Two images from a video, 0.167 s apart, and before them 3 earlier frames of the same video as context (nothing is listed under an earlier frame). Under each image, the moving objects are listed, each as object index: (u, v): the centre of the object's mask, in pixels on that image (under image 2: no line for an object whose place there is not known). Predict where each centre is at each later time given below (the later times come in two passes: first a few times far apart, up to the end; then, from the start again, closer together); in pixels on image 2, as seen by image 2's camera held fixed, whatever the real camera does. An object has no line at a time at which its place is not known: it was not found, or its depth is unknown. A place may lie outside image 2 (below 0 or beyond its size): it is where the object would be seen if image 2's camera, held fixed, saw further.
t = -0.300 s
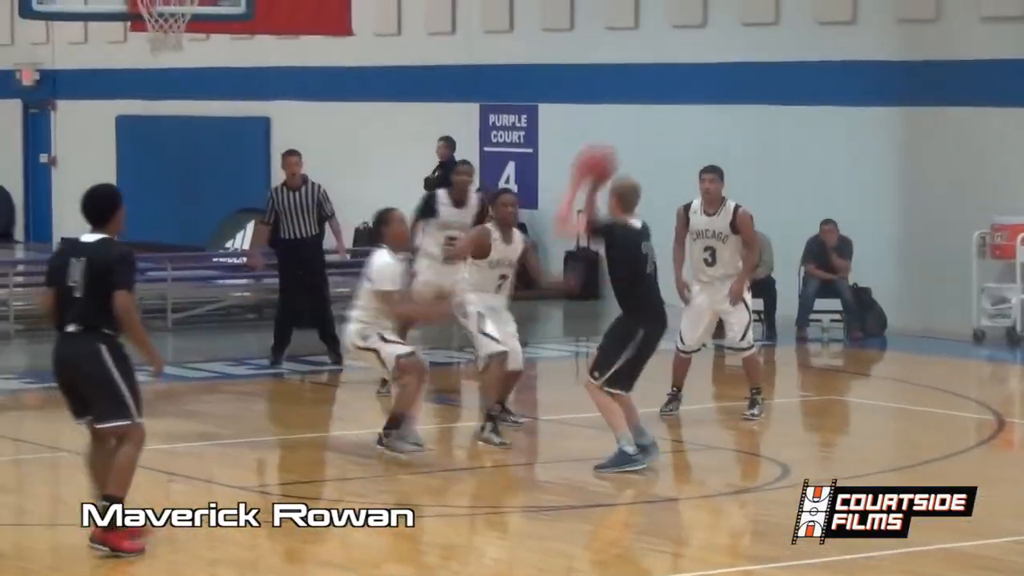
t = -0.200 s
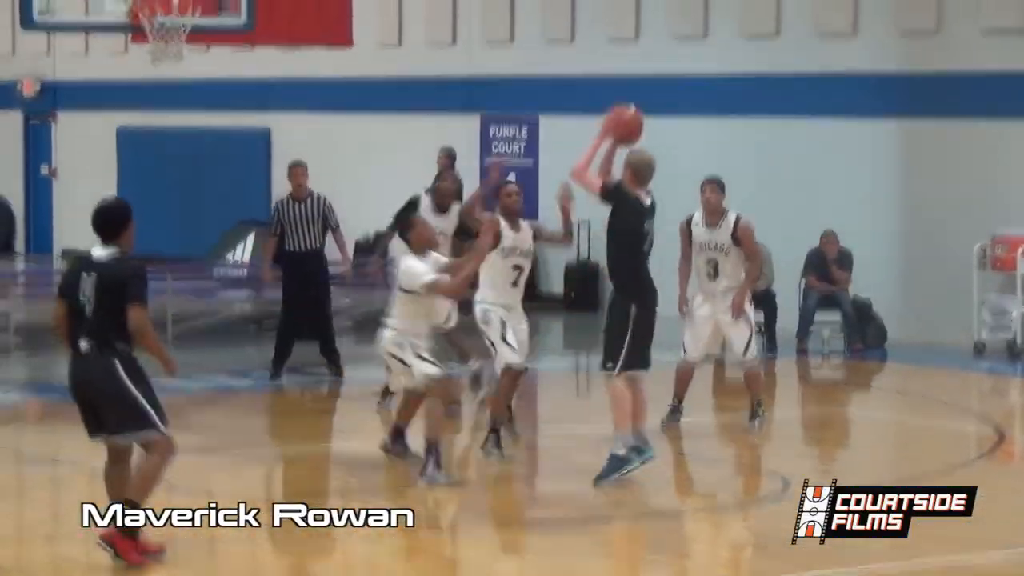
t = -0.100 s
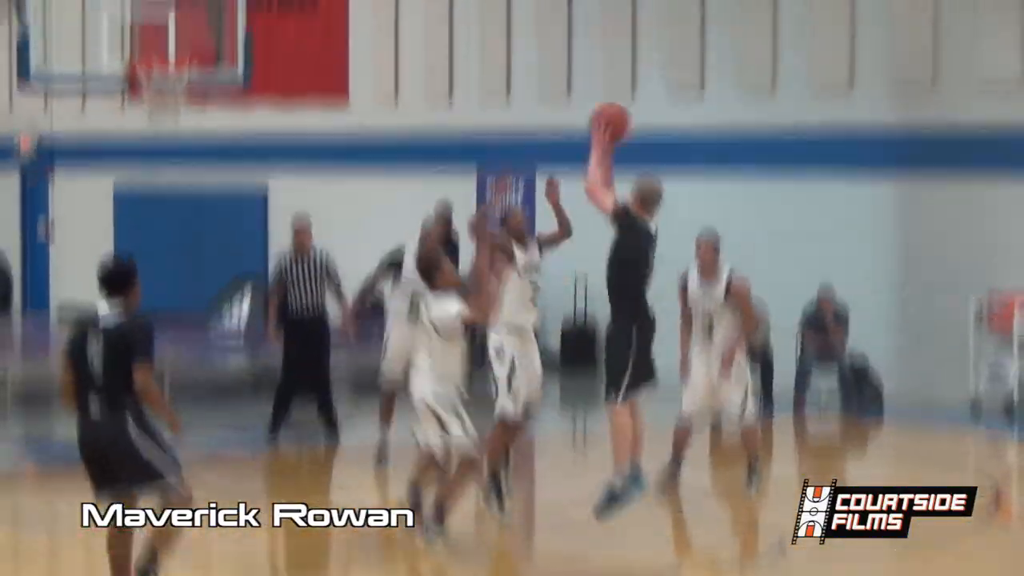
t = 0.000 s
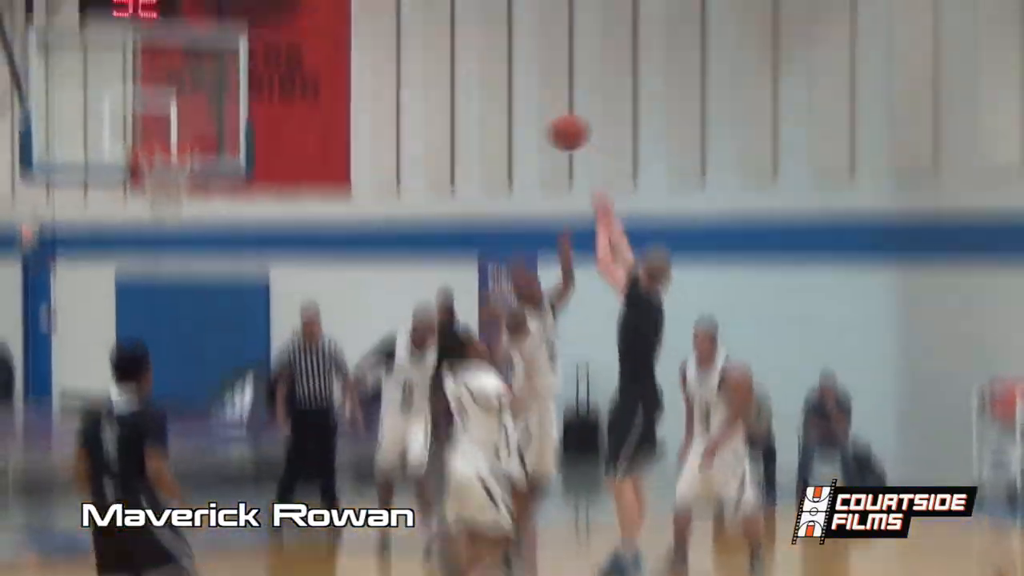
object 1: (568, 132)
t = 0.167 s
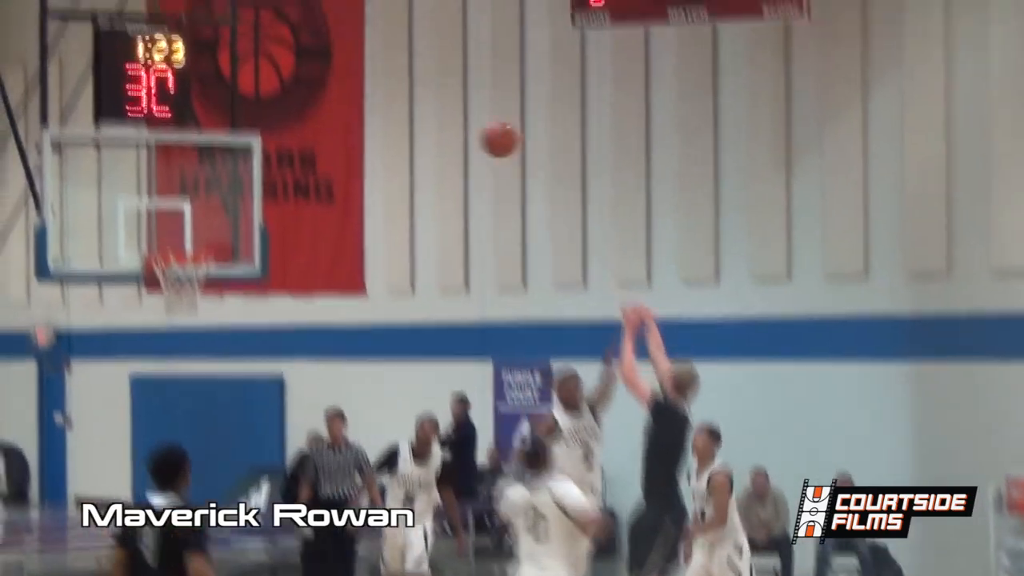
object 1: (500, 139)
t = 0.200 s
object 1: (485, 127)
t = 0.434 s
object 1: (382, 87)
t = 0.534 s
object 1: (340, 89)
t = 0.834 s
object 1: (227, 190)
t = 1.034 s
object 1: (166, 283)
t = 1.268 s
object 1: (177, 313)
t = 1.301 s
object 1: (181, 323)
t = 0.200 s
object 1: (485, 127)
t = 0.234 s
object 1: (468, 116)
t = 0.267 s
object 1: (454, 108)
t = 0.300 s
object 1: (439, 100)
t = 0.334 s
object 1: (424, 94)
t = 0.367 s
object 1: (410, 90)
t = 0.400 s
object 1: (396, 87)
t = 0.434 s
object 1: (382, 87)
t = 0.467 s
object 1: (369, 87)
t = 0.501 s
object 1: (356, 87)
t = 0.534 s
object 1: (340, 89)
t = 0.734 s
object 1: (265, 145)
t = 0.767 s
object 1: (252, 160)
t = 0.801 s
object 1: (238, 173)
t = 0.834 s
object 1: (227, 190)
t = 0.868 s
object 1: (214, 207)
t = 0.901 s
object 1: (205, 228)
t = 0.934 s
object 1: (191, 245)
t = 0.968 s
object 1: (185, 261)
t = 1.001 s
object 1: (173, 270)
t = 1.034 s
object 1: (166, 283)
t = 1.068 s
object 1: (165, 286)
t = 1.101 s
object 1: (164, 289)
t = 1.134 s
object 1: (165, 291)
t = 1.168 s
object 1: (165, 295)
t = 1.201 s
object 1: (168, 302)
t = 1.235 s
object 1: (172, 309)
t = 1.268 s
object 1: (177, 313)
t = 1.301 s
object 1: (181, 323)
